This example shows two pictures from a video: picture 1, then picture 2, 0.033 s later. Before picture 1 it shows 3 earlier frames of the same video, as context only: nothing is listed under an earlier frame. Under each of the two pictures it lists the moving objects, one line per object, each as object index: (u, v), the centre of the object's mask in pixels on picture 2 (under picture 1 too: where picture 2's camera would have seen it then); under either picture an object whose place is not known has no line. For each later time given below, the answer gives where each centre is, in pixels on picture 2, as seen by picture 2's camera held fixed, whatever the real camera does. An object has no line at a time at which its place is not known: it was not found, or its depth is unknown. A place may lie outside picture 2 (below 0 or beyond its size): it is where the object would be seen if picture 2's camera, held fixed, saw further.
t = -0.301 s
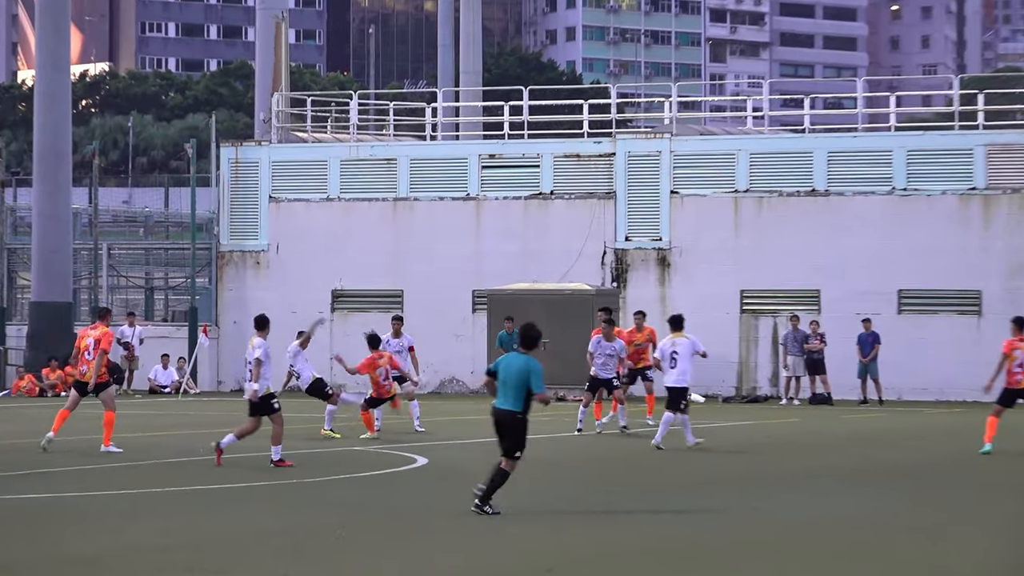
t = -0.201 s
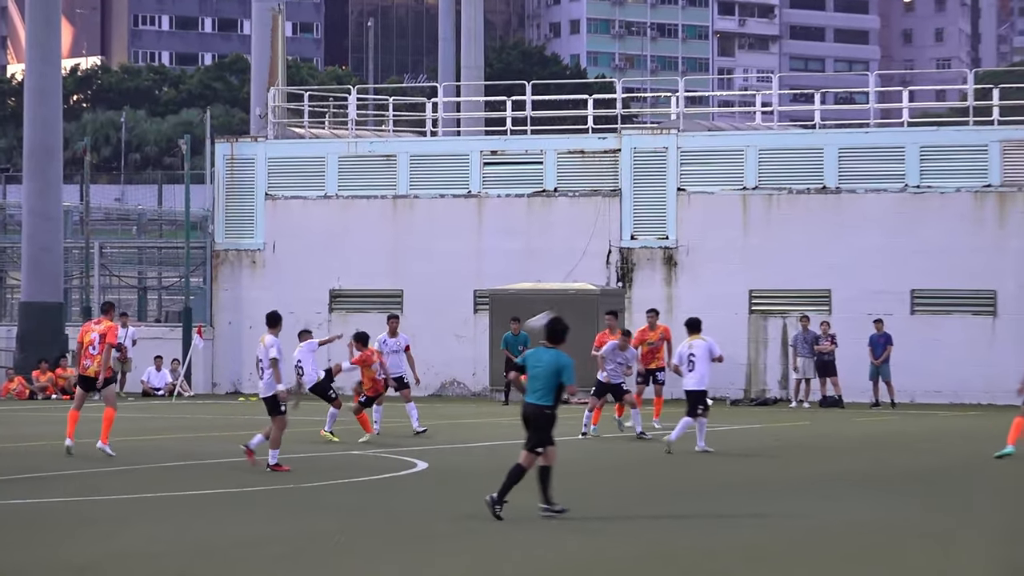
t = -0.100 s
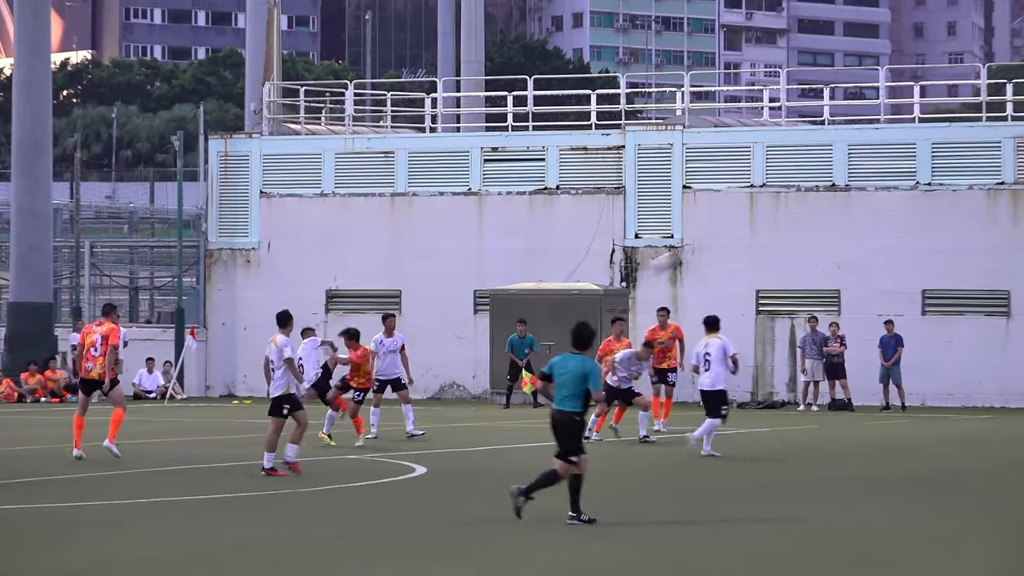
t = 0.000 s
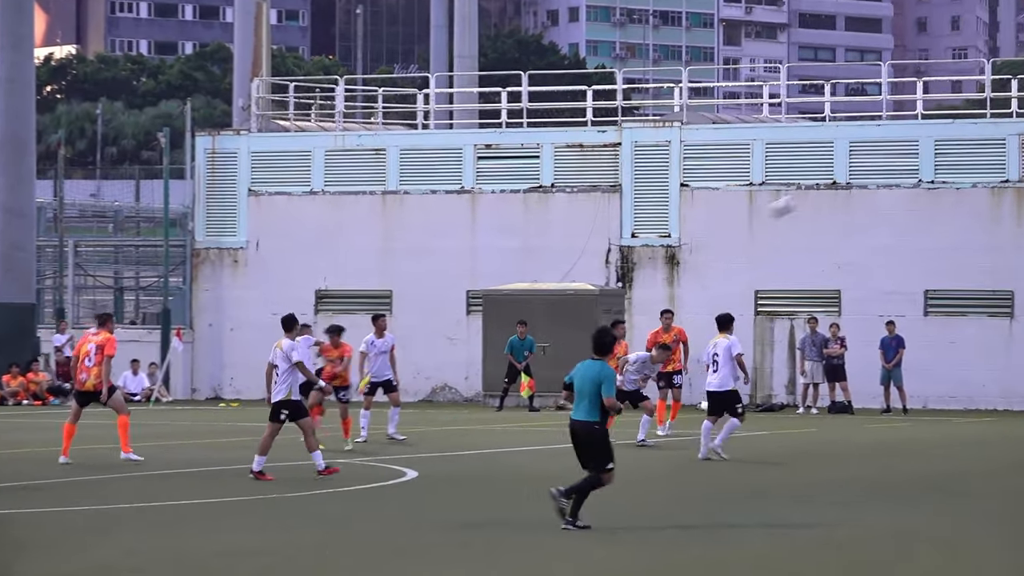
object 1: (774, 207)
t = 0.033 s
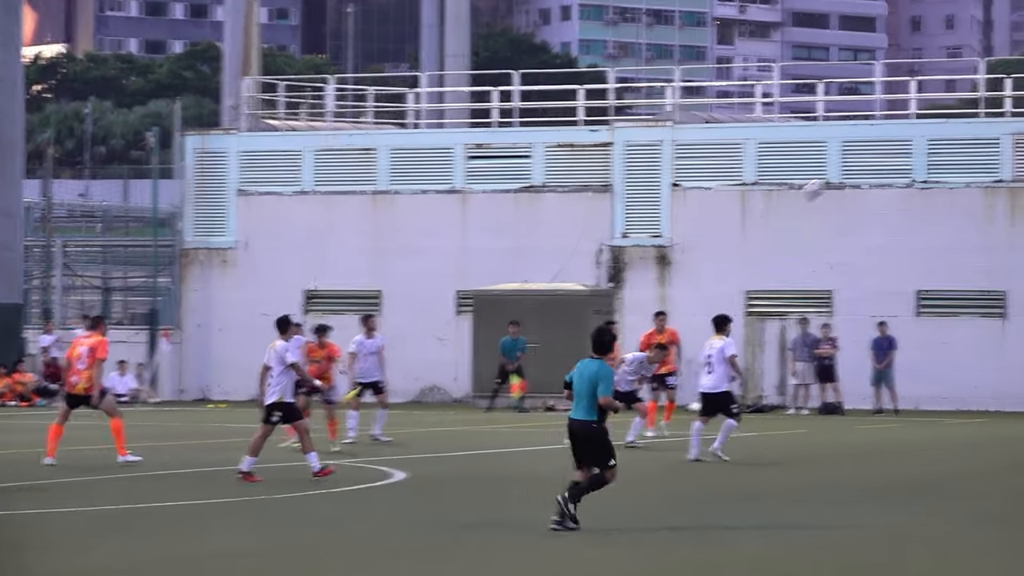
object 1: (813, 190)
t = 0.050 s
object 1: (831, 177)
